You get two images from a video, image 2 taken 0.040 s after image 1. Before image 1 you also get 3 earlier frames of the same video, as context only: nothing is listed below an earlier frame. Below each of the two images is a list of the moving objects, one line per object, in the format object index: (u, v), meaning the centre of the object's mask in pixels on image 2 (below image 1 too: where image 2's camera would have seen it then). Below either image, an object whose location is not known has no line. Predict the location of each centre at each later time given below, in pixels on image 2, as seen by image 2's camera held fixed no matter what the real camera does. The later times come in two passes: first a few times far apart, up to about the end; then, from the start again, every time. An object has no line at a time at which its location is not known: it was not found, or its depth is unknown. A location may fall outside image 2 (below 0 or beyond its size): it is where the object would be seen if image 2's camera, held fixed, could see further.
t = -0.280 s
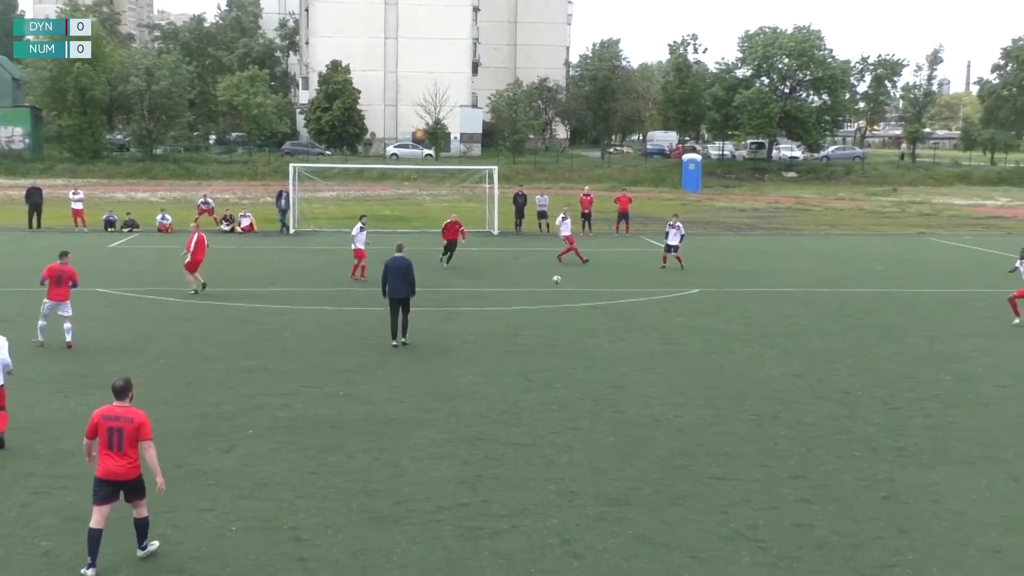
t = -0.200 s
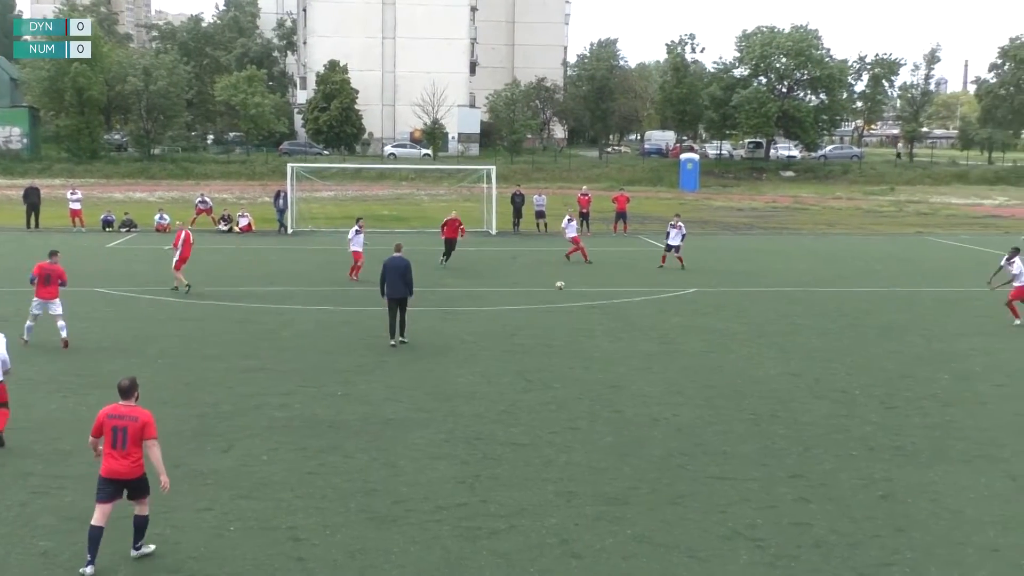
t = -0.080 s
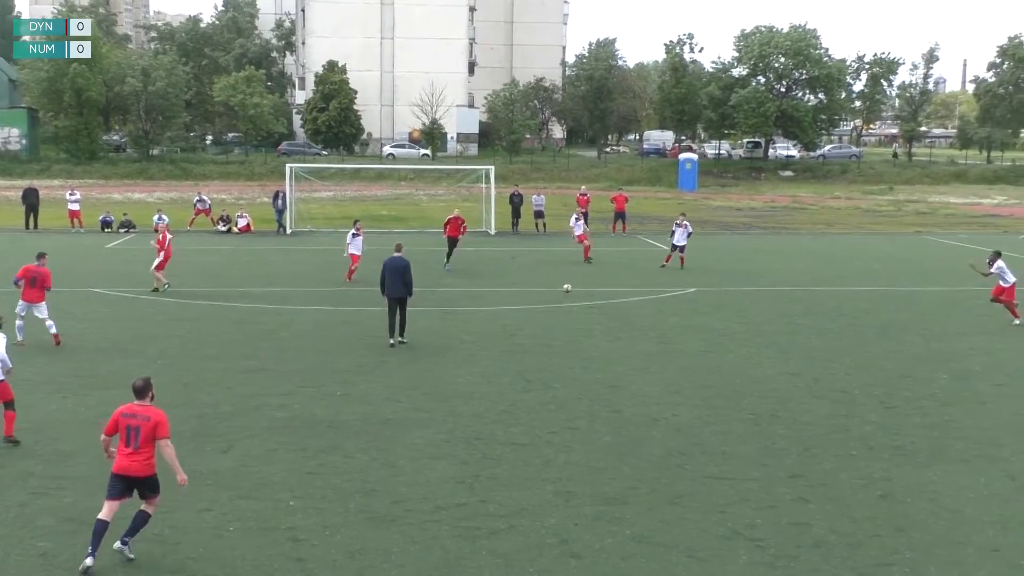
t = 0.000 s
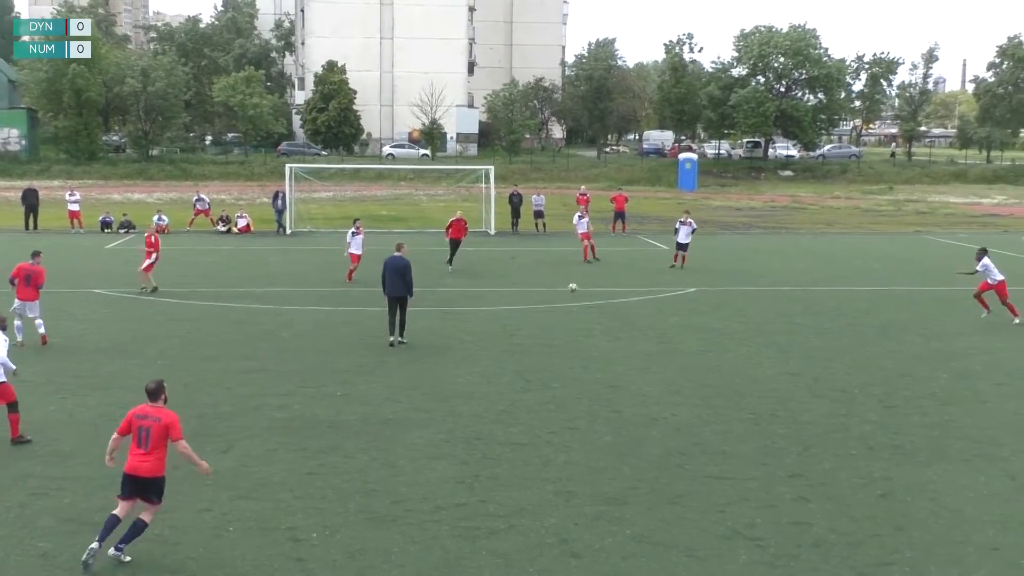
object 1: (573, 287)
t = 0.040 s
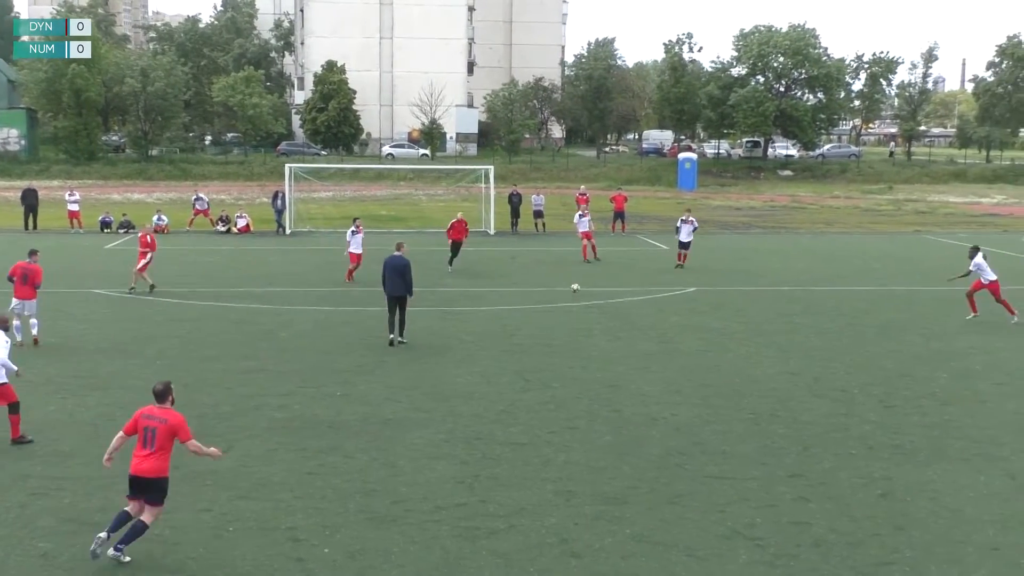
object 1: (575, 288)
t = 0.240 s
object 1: (590, 300)
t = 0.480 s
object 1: (608, 304)
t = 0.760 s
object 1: (630, 314)
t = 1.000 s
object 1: (652, 324)
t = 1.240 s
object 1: (676, 332)
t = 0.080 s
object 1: (577, 289)
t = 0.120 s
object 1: (581, 291)
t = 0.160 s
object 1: (584, 294)
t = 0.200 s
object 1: (587, 297)
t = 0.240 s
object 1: (590, 300)
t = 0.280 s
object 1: (592, 299)
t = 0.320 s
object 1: (595, 299)
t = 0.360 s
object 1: (598, 299)
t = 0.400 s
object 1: (601, 300)
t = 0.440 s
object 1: (604, 302)
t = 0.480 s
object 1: (608, 304)
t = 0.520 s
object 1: (611, 307)
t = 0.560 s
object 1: (614, 309)
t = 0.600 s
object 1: (617, 308)
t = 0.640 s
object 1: (621, 308)
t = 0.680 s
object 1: (623, 309)
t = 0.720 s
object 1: (627, 311)
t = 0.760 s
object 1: (630, 314)
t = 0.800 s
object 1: (633, 317)
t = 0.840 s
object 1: (638, 318)
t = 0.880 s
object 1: (641, 318)
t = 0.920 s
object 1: (645, 319)
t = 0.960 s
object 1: (648, 321)
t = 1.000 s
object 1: (652, 324)
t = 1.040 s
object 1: (656, 325)
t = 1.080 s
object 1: (660, 325)
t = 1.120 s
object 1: (664, 326)
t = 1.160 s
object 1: (668, 328)
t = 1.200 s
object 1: (672, 331)
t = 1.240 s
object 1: (676, 332)
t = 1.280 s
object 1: (680, 333)
